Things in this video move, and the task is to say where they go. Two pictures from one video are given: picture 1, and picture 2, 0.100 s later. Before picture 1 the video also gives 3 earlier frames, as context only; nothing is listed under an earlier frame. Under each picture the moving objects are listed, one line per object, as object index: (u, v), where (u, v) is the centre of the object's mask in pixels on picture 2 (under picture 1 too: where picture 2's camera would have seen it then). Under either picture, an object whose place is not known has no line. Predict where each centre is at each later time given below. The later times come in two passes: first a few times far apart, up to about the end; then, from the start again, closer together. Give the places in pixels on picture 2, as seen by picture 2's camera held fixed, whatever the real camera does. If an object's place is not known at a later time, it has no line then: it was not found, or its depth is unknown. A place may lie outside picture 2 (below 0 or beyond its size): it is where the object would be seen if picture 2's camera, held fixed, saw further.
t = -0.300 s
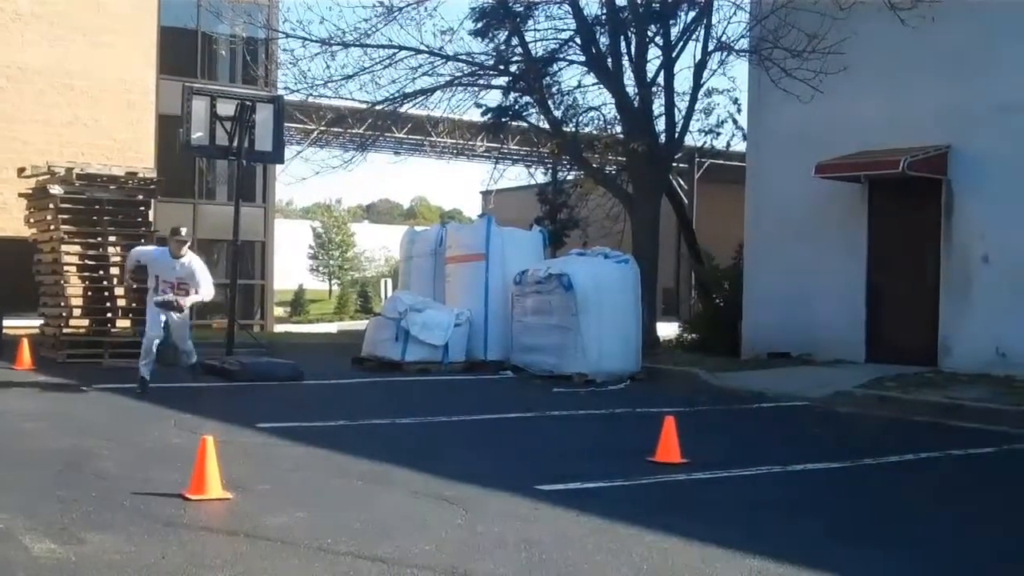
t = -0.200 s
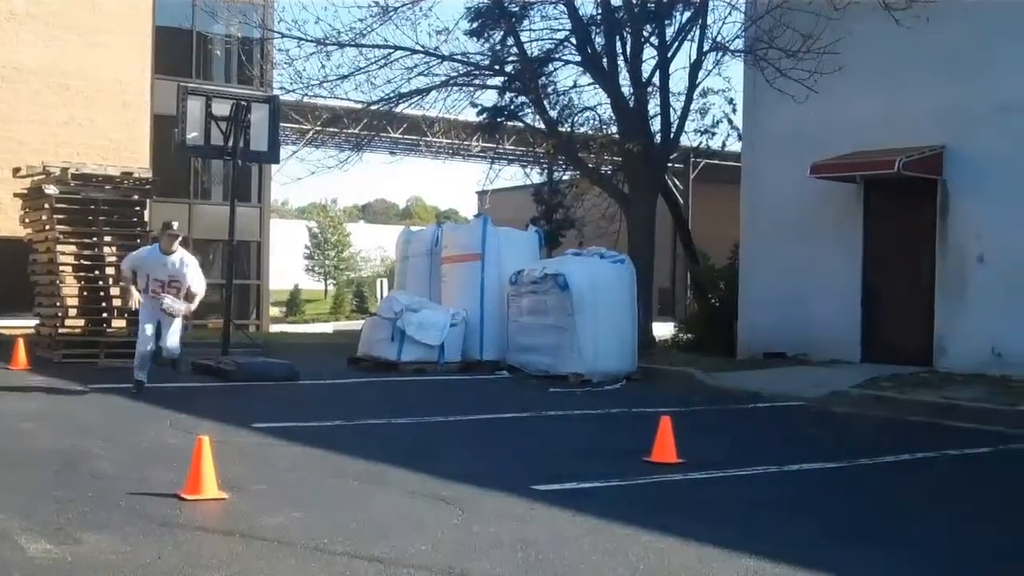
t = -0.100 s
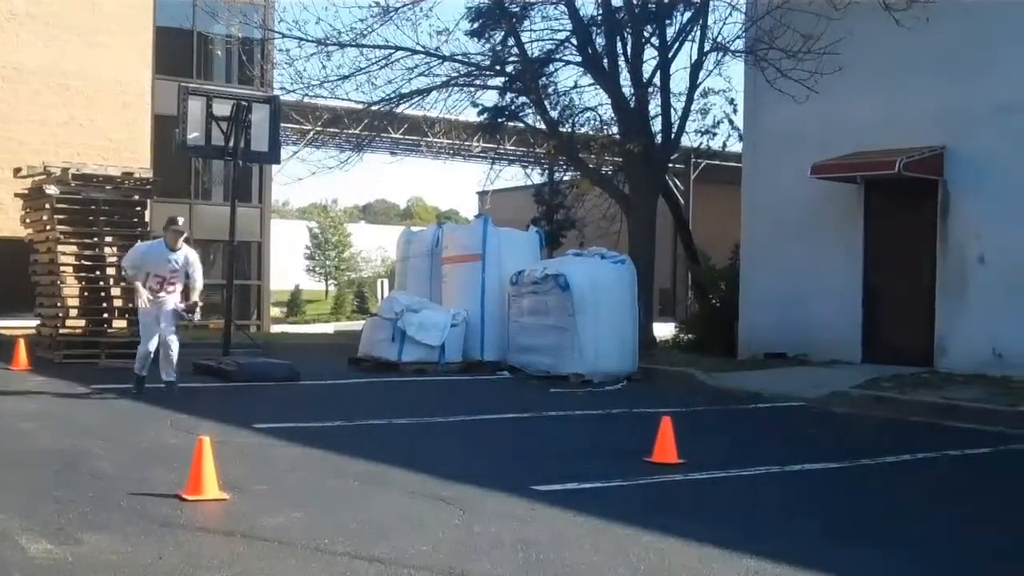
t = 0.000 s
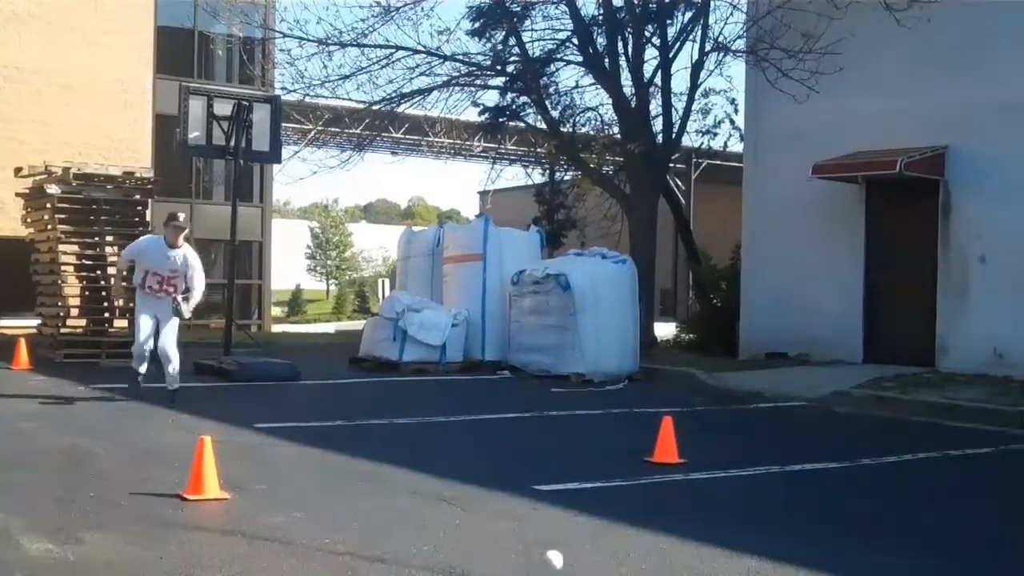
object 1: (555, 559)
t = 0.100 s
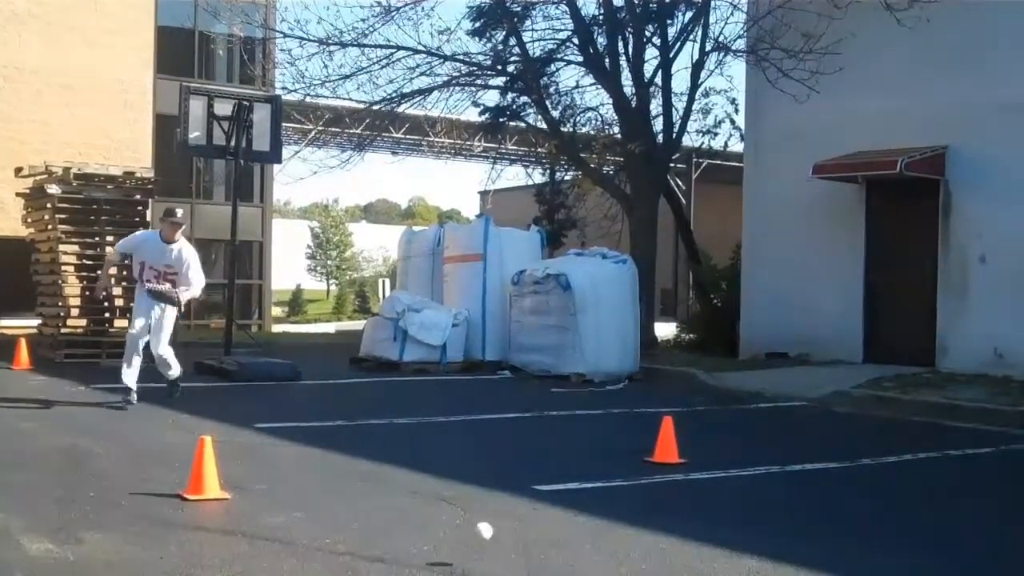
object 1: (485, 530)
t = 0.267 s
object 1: (392, 504)
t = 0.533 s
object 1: (291, 462)
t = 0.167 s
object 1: (442, 526)
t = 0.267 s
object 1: (392, 504)
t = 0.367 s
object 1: (349, 481)
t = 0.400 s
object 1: (336, 479)
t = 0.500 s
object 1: (302, 469)
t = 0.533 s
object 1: (291, 462)
